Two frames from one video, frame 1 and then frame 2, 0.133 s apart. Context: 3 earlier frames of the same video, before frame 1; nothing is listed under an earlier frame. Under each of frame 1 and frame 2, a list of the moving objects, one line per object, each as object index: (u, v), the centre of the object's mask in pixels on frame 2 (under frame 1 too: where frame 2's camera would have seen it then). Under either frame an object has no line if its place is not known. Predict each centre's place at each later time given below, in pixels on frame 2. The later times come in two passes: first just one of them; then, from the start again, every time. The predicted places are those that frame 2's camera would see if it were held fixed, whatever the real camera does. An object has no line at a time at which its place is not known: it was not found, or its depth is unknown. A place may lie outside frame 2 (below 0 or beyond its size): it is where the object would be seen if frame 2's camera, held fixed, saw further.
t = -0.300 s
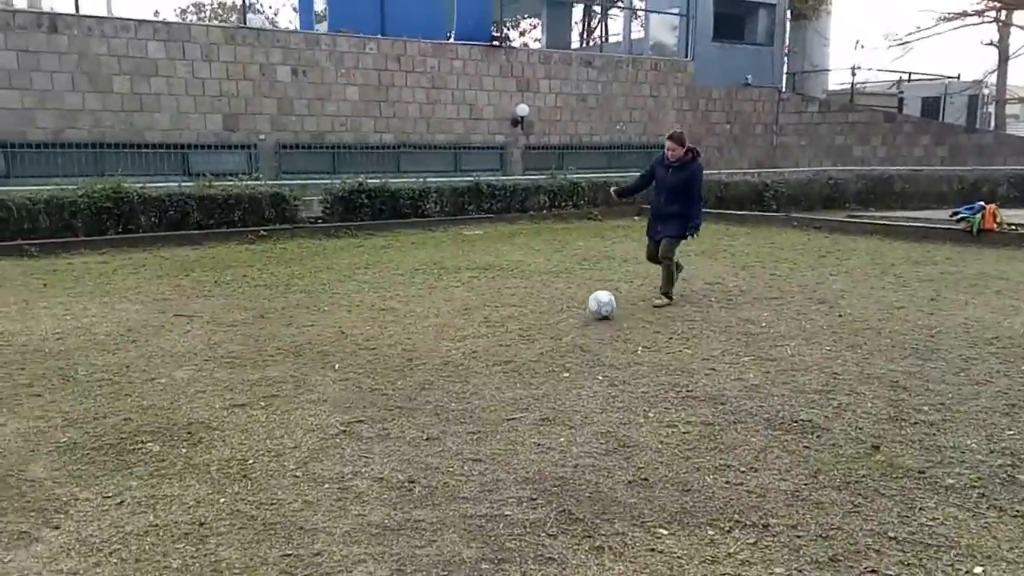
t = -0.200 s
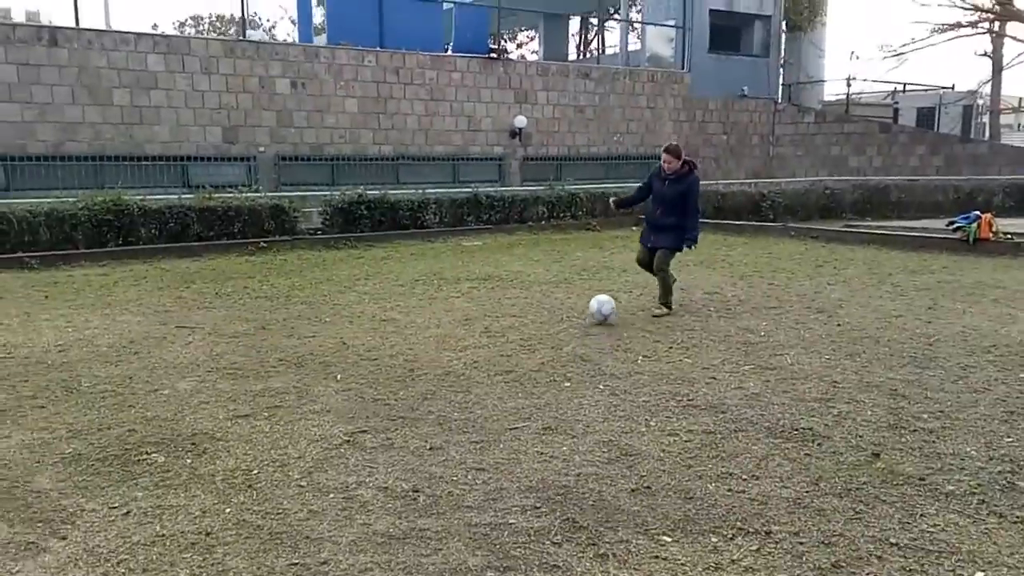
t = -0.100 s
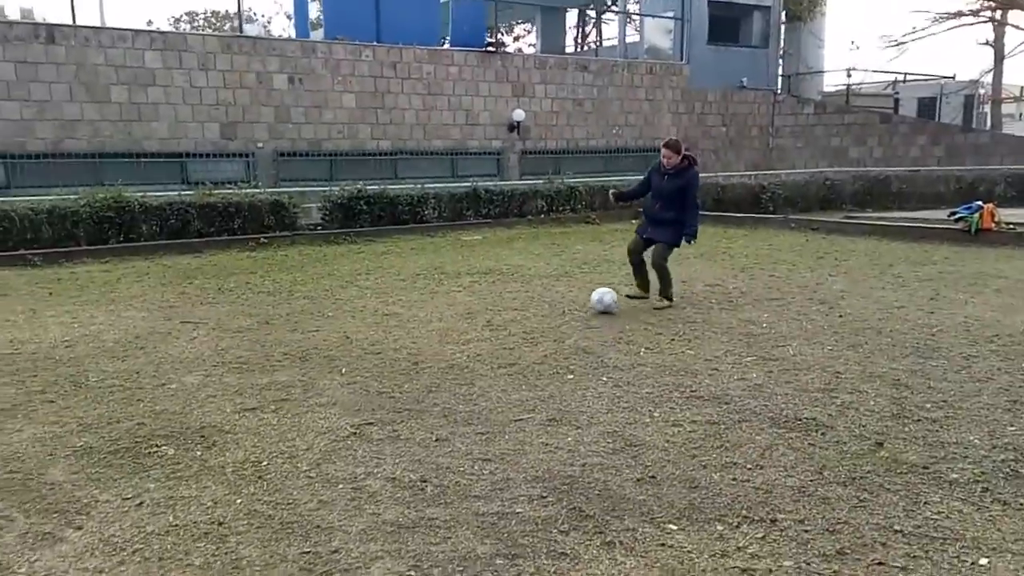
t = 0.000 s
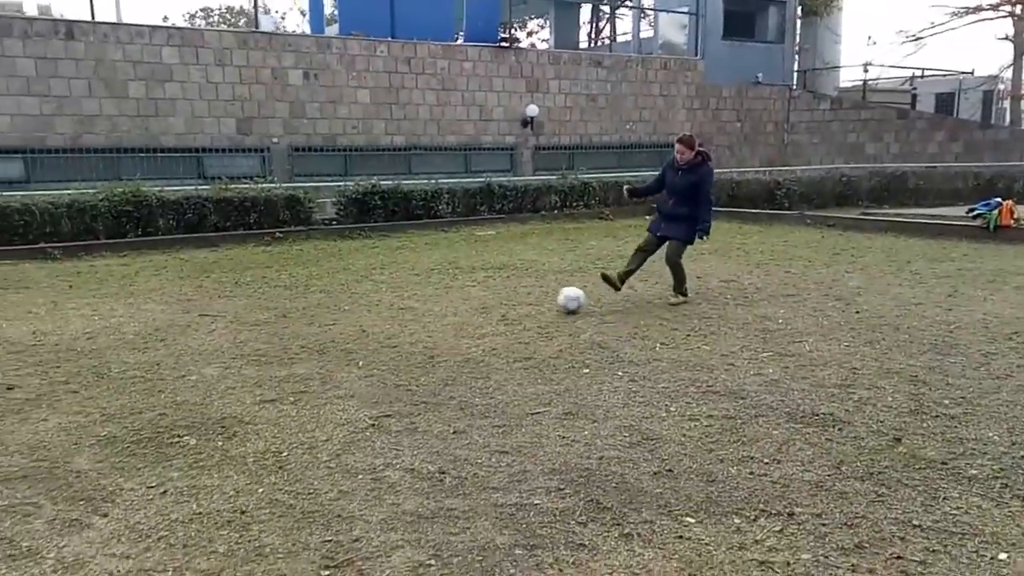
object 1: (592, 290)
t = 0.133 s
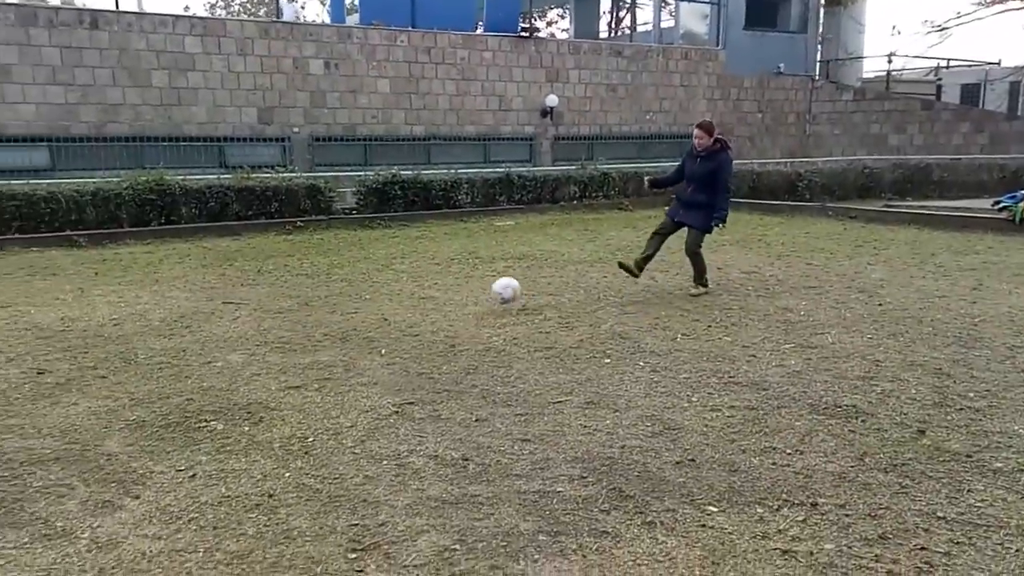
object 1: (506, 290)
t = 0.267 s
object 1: (420, 304)
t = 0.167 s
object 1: (483, 294)
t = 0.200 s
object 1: (461, 300)
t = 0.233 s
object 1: (441, 303)
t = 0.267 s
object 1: (420, 304)
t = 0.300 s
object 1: (401, 305)
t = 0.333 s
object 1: (381, 307)
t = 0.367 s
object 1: (362, 307)
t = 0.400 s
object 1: (344, 308)
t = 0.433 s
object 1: (325, 309)
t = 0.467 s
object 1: (305, 311)
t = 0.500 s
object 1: (287, 311)
